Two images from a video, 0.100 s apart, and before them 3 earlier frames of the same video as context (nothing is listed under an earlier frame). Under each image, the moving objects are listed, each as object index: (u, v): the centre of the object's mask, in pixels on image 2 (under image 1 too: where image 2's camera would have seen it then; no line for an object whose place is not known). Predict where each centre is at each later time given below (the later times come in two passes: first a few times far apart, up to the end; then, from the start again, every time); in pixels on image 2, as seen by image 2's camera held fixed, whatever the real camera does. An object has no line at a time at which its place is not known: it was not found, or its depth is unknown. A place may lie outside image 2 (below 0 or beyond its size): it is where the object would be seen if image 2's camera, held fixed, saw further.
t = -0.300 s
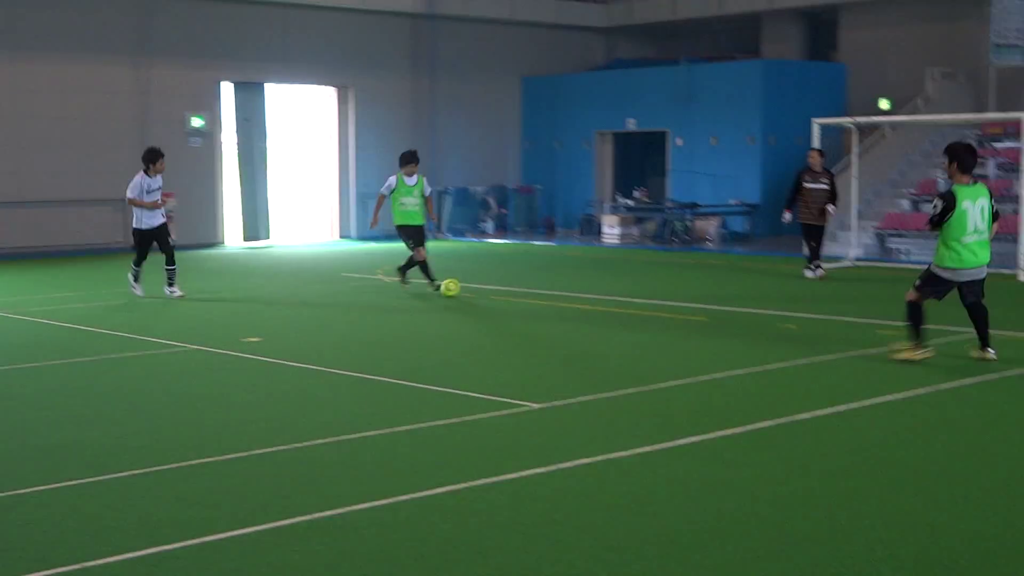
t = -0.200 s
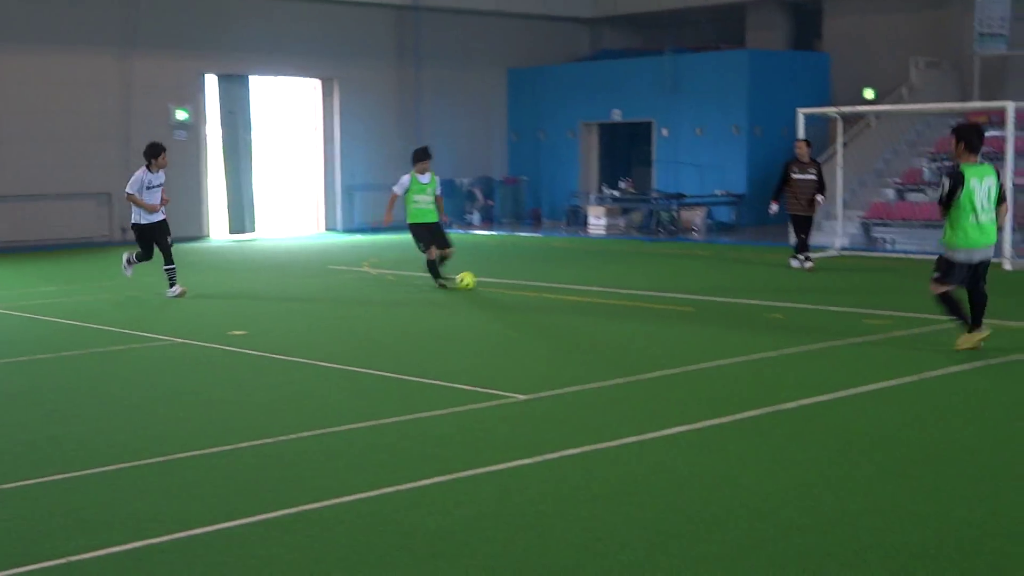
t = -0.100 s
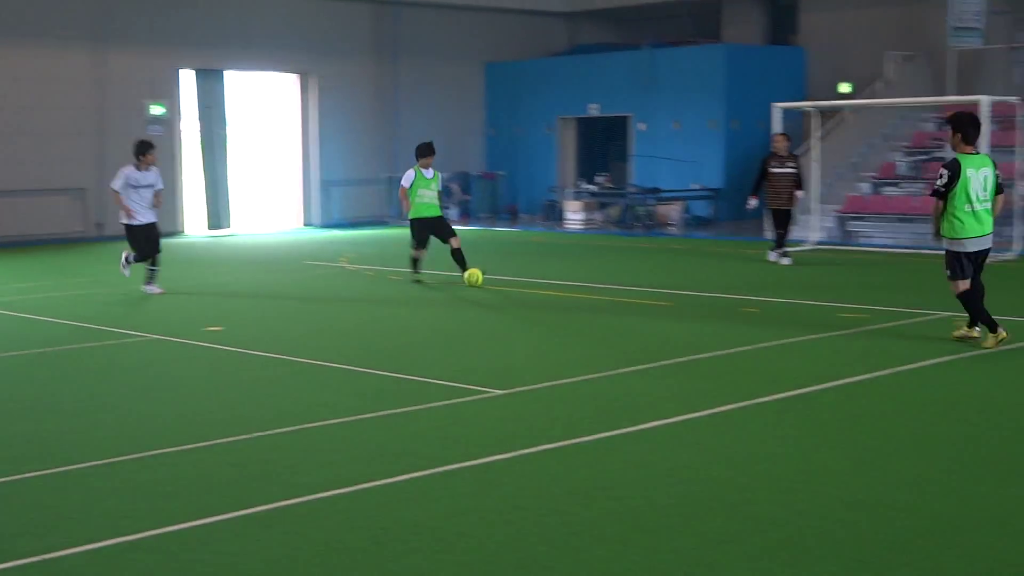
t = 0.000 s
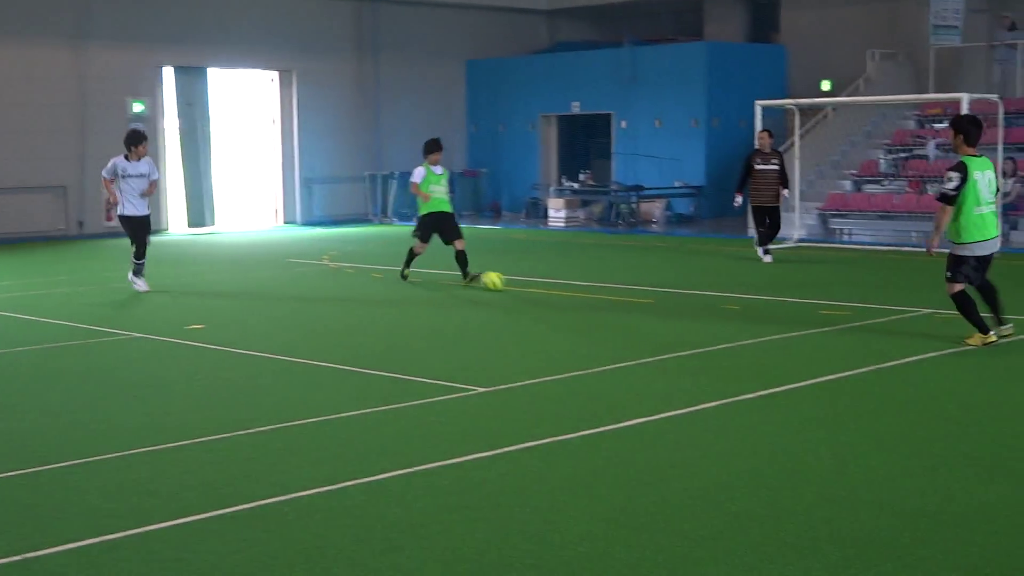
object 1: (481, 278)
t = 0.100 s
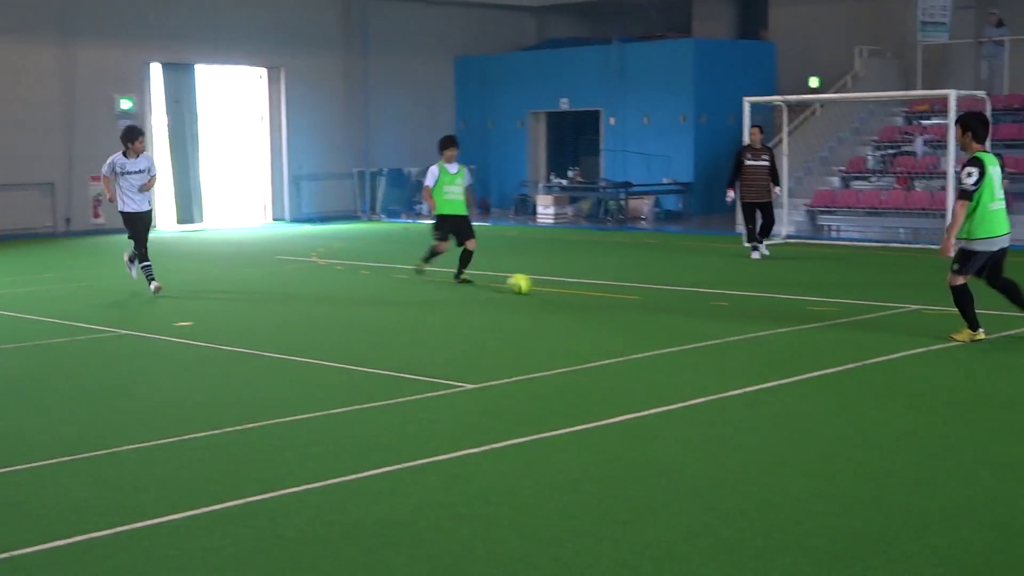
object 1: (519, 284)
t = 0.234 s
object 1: (571, 291)
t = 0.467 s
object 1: (666, 305)
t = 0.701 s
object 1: (776, 321)
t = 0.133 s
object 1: (532, 286)
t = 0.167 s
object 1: (544, 288)
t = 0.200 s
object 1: (558, 290)
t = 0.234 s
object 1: (571, 291)
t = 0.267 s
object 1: (584, 294)
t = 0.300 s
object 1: (597, 295)
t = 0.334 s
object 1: (610, 297)
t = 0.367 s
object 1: (624, 299)
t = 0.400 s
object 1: (637, 301)
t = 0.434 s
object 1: (651, 304)
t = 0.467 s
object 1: (666, 305)
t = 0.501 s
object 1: (680, 308)
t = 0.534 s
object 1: (695, 310)
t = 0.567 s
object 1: (711, 312)
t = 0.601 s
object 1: (726, 315)
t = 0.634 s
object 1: (743, 316)
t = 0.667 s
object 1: (760, 319)
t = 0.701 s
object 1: (776, 321)
